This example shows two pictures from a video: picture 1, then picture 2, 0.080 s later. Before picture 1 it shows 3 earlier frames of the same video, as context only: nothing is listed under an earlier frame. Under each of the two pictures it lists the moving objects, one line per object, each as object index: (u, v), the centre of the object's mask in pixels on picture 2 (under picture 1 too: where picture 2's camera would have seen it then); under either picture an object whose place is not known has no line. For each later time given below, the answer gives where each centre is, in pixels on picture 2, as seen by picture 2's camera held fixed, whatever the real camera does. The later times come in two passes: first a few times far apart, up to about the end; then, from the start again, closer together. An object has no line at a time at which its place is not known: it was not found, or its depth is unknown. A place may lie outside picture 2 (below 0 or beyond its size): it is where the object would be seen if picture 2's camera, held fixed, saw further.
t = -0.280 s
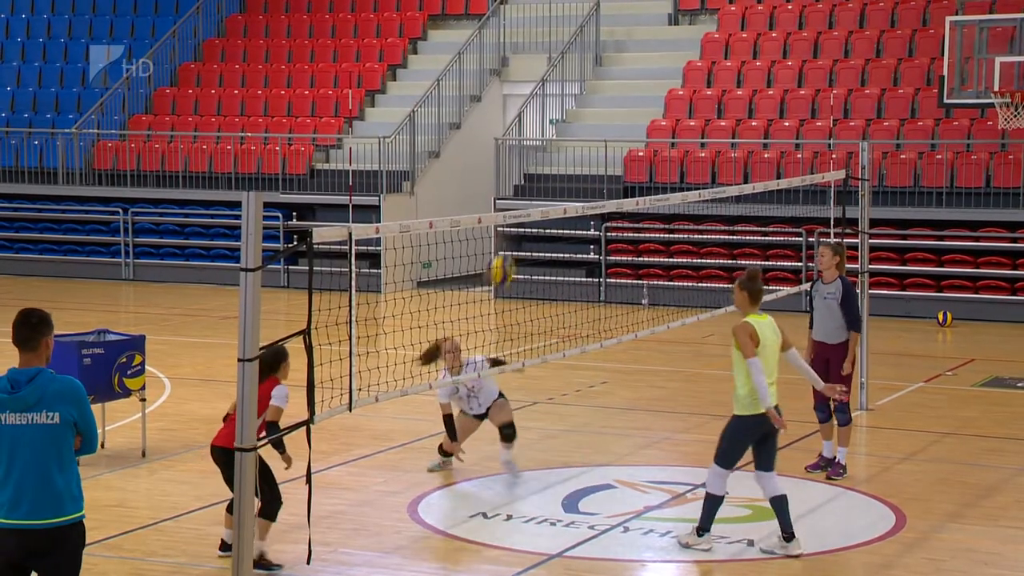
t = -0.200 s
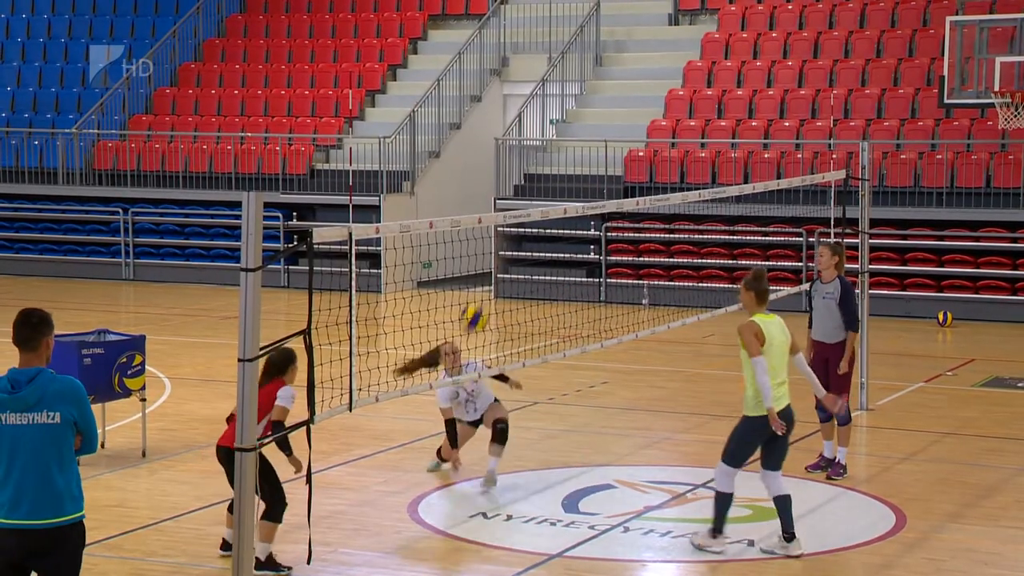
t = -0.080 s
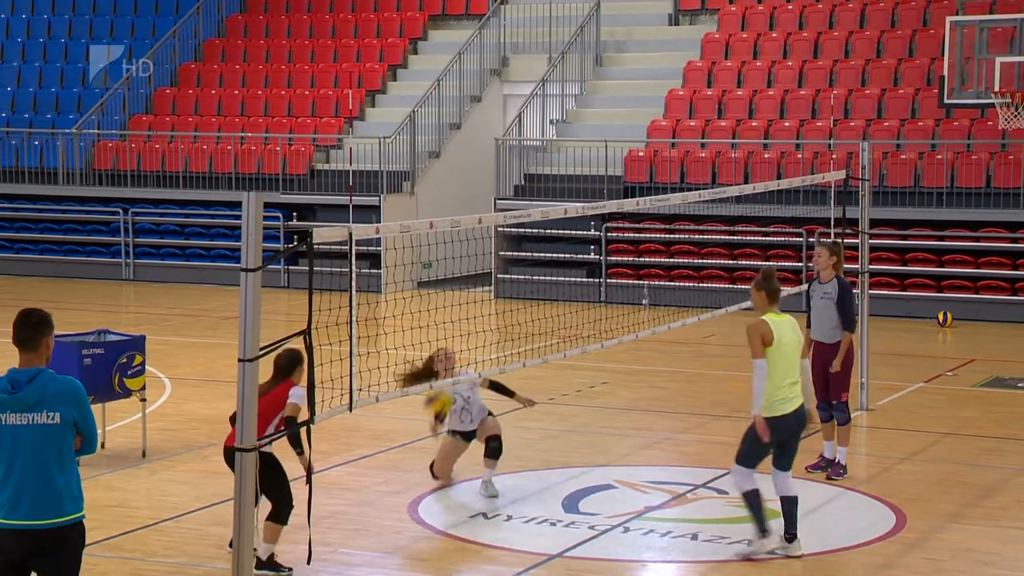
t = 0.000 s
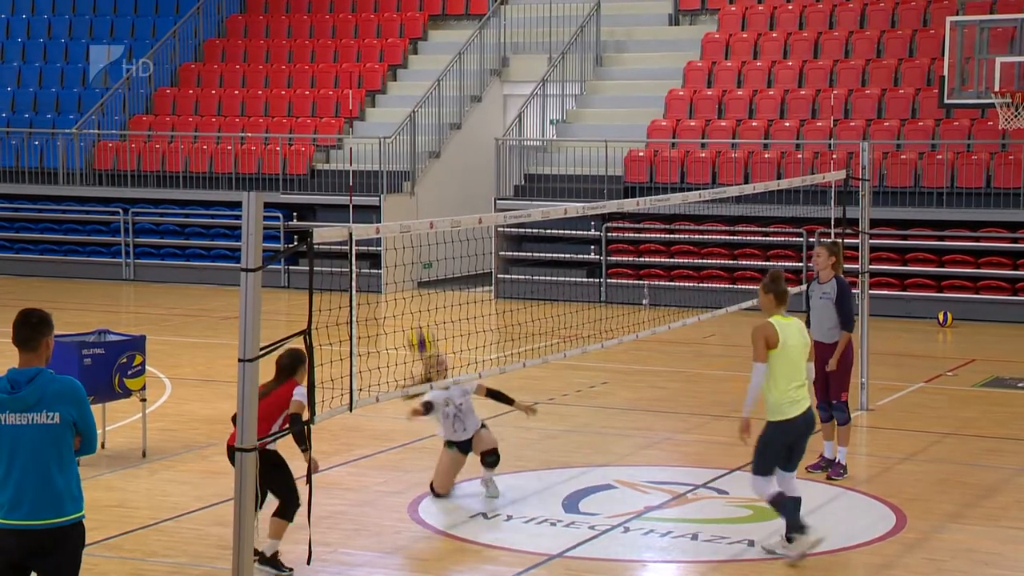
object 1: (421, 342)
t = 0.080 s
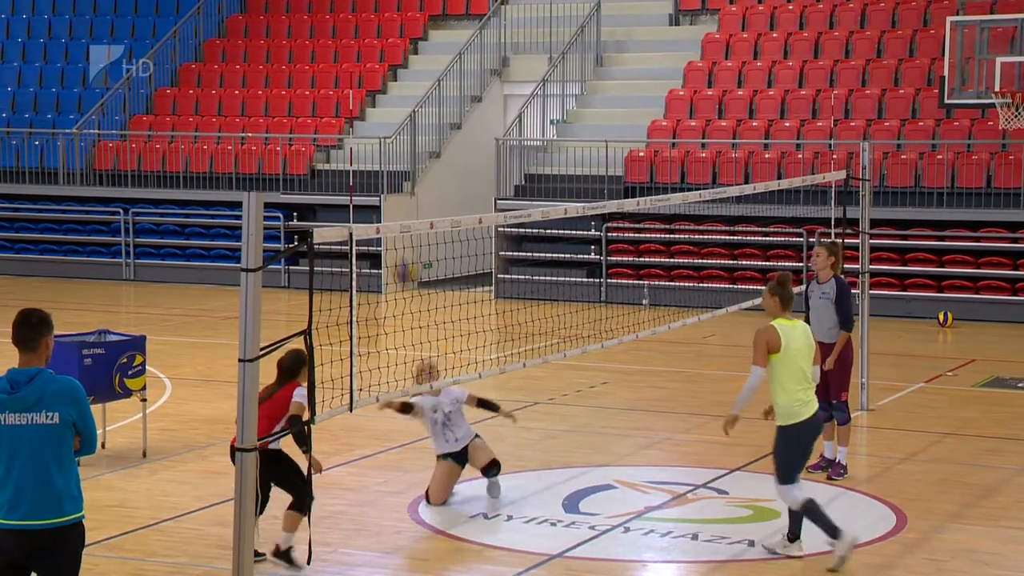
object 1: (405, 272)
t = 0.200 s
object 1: (381, 182)
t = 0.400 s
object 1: (339, 69)
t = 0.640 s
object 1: (289, 4)
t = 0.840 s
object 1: (246, 4)
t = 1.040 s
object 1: (203, 69)
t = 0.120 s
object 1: (398, 242)
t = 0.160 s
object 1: (389, 209)
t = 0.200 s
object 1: (381, 182)
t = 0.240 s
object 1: (371, 155)
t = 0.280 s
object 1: (364, 128)
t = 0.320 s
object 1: (355, 107)
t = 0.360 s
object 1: (347, 87)
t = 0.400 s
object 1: (339, 69)
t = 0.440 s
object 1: (330, 51)
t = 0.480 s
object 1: (322, 36)
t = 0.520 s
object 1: (314, 24)
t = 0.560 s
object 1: (305, 14)
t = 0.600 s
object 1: (297, 8)
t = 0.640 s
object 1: (289, 4)
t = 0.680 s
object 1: (280, 2)
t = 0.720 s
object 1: (271, 1)
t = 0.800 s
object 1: (254, 1)
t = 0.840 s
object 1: (246, 4)
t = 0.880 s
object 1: (237, 13)
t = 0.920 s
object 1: (229, 23)
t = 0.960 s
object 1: (220, 37)
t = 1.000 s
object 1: (212, 52)
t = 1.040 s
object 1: (203, 69)
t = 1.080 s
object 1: (195, 93)
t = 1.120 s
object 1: (187, 115)
